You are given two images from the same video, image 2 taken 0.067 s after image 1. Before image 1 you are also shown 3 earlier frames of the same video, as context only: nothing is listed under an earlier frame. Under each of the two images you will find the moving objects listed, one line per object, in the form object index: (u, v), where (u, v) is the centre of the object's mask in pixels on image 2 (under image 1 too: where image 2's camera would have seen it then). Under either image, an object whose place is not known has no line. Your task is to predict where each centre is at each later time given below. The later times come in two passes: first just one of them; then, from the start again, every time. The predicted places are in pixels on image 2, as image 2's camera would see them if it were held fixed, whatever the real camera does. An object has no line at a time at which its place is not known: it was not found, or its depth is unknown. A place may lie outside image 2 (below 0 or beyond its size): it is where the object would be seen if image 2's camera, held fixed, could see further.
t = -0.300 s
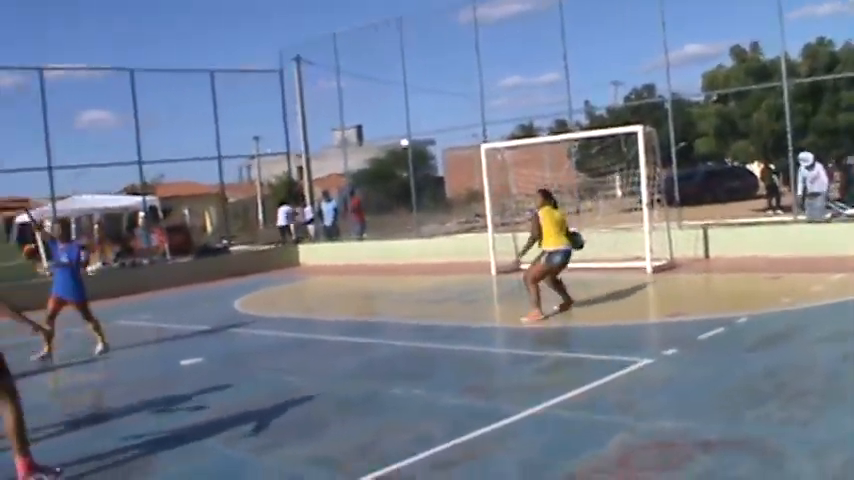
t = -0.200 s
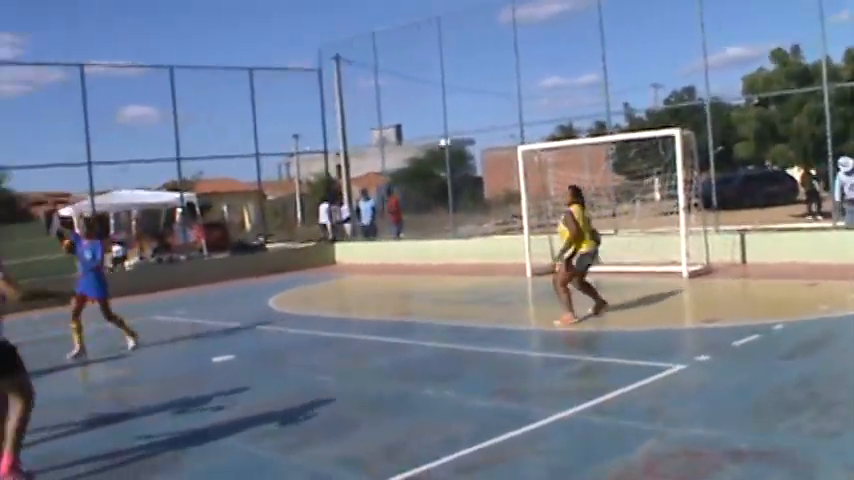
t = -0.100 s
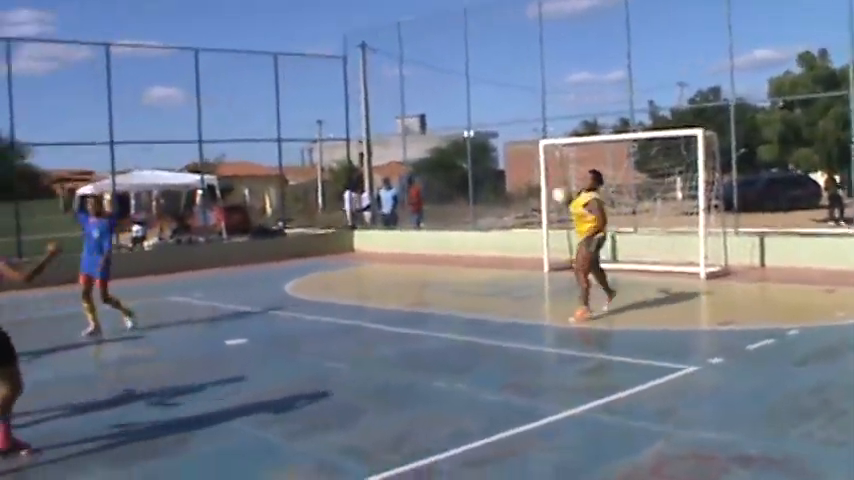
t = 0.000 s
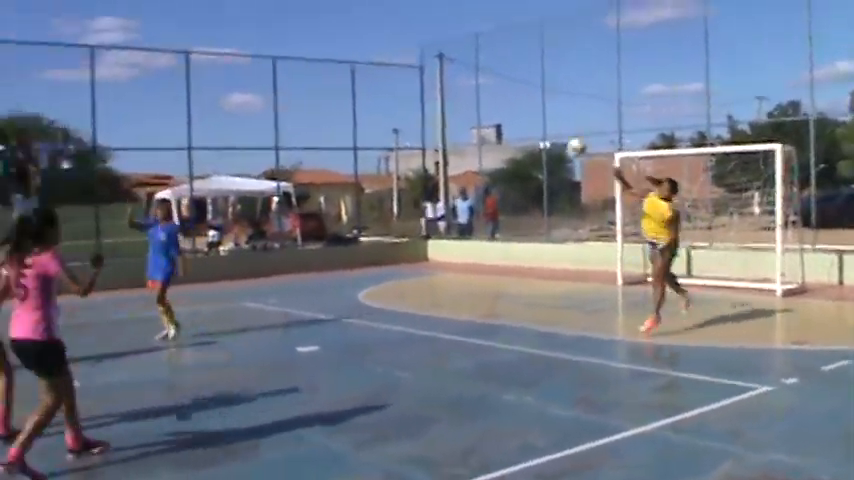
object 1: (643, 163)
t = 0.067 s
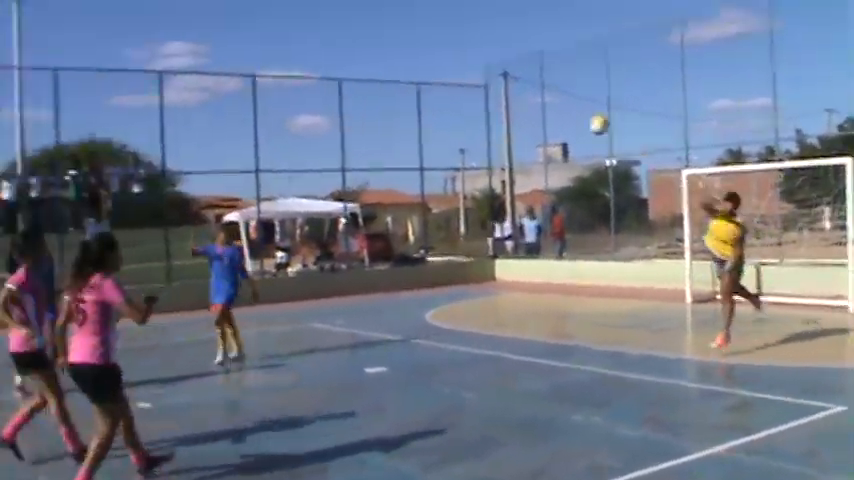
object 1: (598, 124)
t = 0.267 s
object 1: (444, 21)
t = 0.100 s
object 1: (574, 105)
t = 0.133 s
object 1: (549, 87)
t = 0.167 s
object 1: (523, 70)
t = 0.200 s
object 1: (498, 52)
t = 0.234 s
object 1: (471, 36)
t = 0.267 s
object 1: (444, 21)
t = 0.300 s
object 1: (417, 6)
